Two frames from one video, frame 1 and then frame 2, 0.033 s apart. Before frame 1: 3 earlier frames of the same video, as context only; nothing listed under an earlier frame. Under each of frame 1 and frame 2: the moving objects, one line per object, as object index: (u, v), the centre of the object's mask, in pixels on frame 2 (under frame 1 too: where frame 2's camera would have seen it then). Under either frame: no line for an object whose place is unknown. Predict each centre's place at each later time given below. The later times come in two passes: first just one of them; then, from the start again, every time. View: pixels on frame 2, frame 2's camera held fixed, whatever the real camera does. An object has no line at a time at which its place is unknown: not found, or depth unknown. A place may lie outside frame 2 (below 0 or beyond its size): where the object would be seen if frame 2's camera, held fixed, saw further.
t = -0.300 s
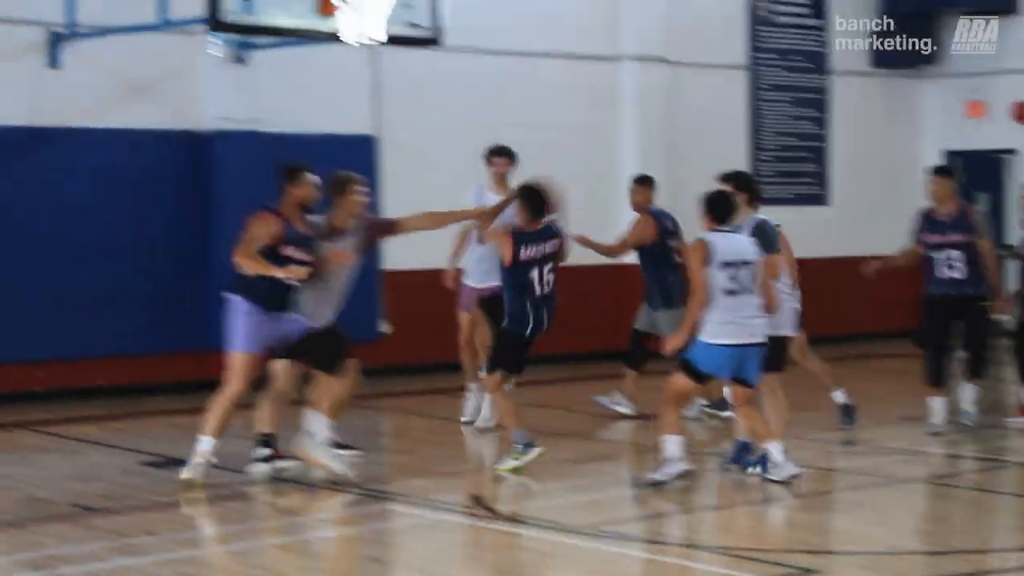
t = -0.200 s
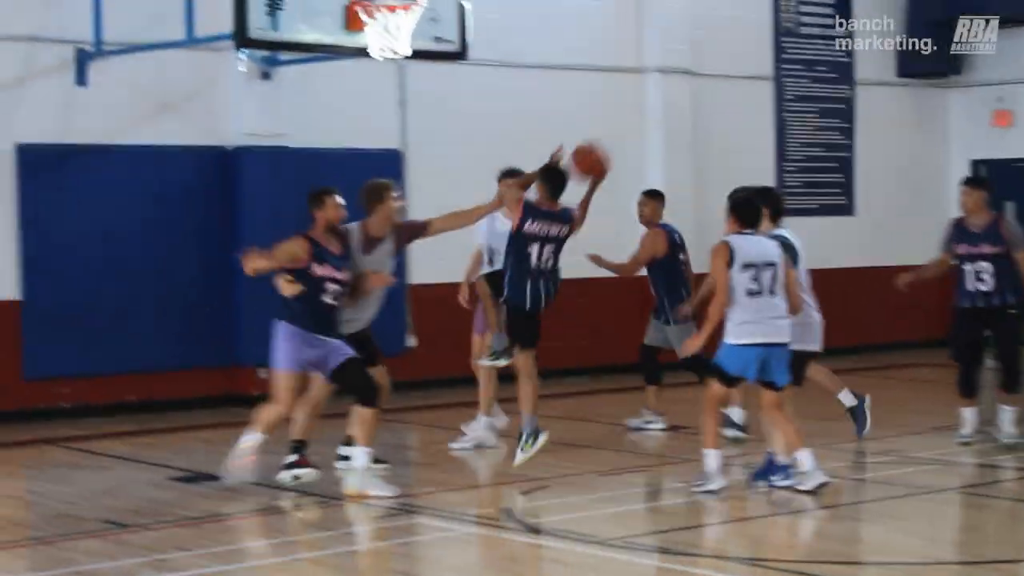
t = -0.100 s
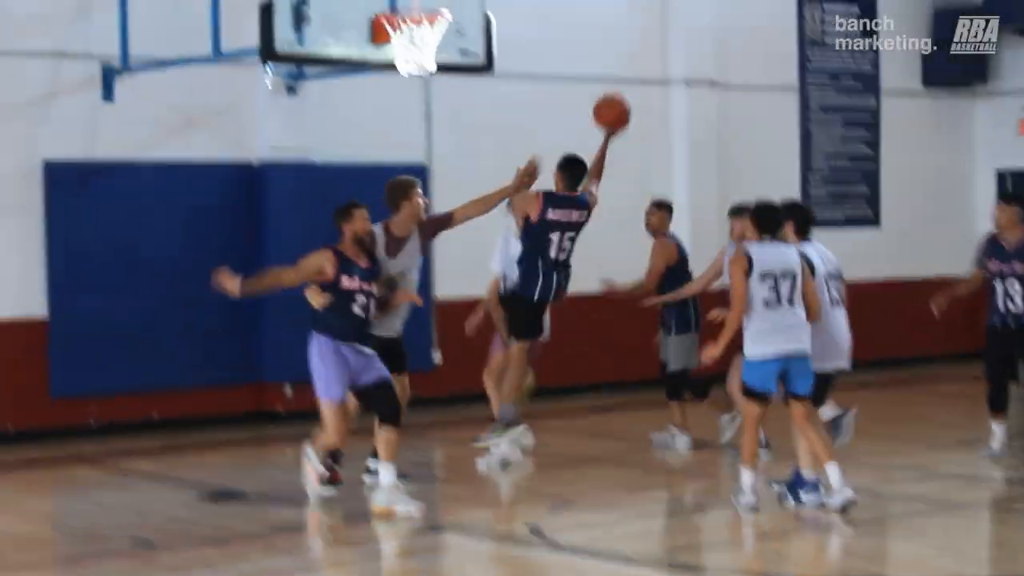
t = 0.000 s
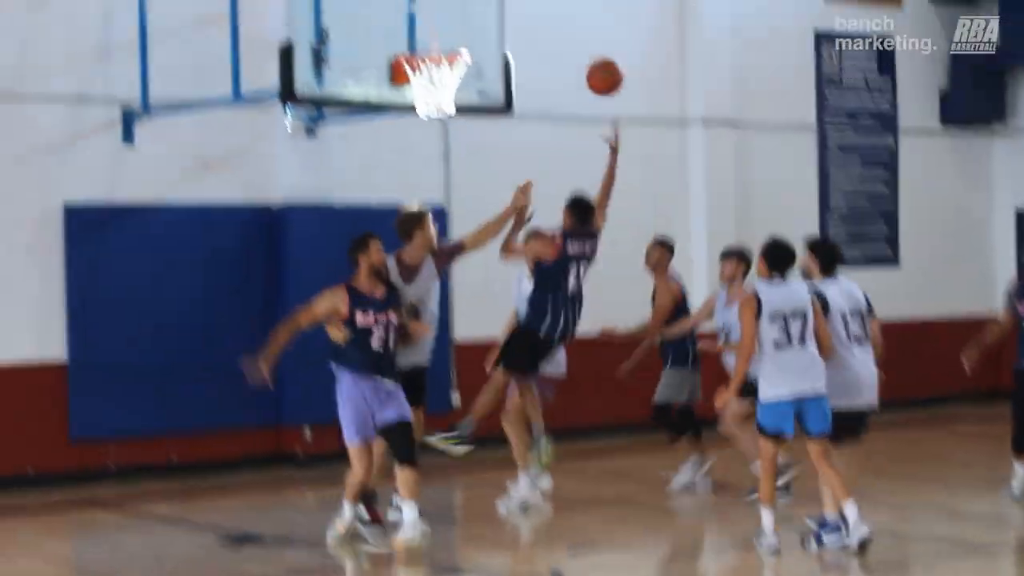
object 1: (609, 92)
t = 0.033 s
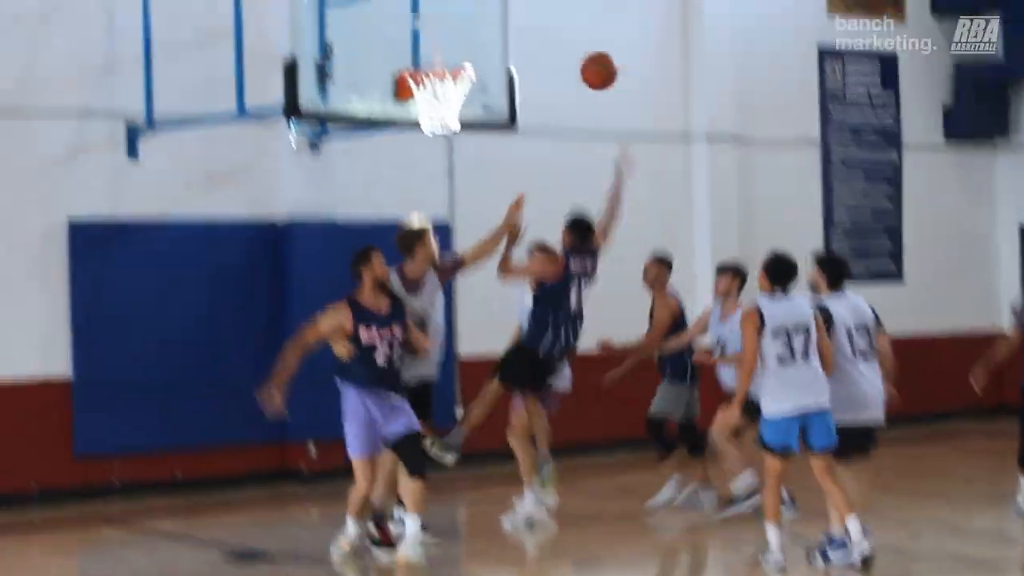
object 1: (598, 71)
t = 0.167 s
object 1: (561, 4)
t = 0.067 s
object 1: (589, 51)
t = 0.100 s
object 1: (580, 33)
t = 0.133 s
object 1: (570, 17)
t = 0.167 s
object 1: (561, 4)
